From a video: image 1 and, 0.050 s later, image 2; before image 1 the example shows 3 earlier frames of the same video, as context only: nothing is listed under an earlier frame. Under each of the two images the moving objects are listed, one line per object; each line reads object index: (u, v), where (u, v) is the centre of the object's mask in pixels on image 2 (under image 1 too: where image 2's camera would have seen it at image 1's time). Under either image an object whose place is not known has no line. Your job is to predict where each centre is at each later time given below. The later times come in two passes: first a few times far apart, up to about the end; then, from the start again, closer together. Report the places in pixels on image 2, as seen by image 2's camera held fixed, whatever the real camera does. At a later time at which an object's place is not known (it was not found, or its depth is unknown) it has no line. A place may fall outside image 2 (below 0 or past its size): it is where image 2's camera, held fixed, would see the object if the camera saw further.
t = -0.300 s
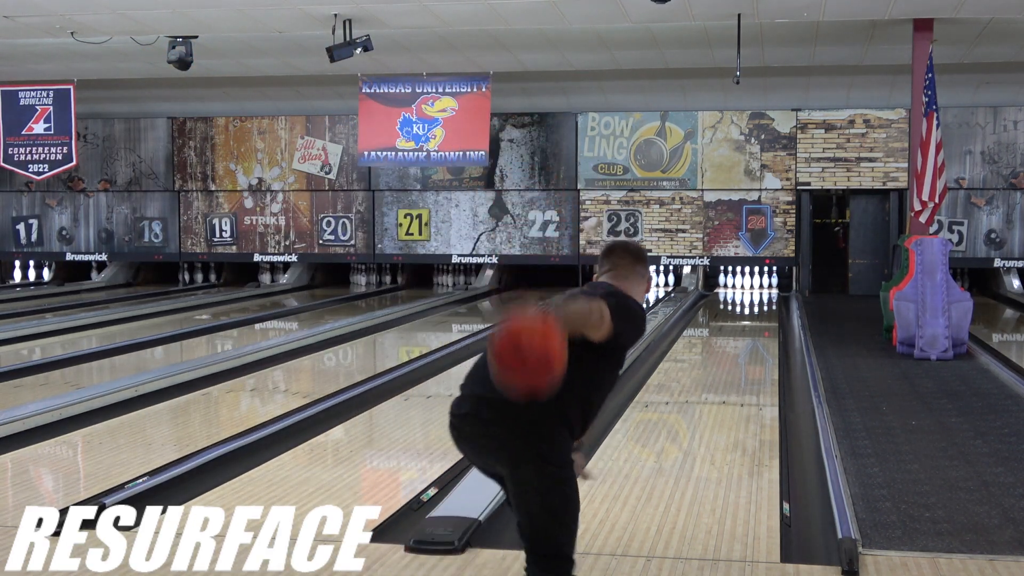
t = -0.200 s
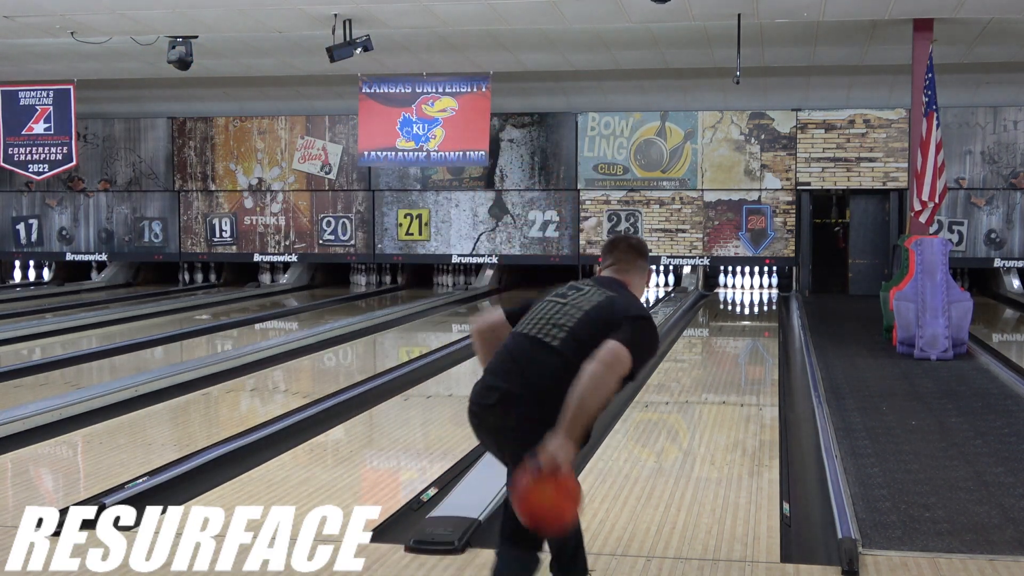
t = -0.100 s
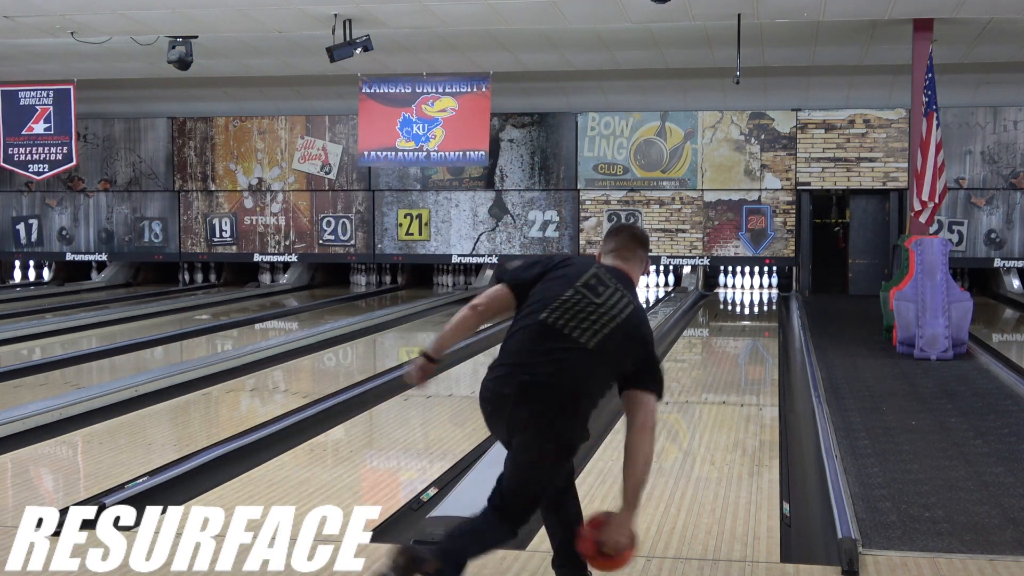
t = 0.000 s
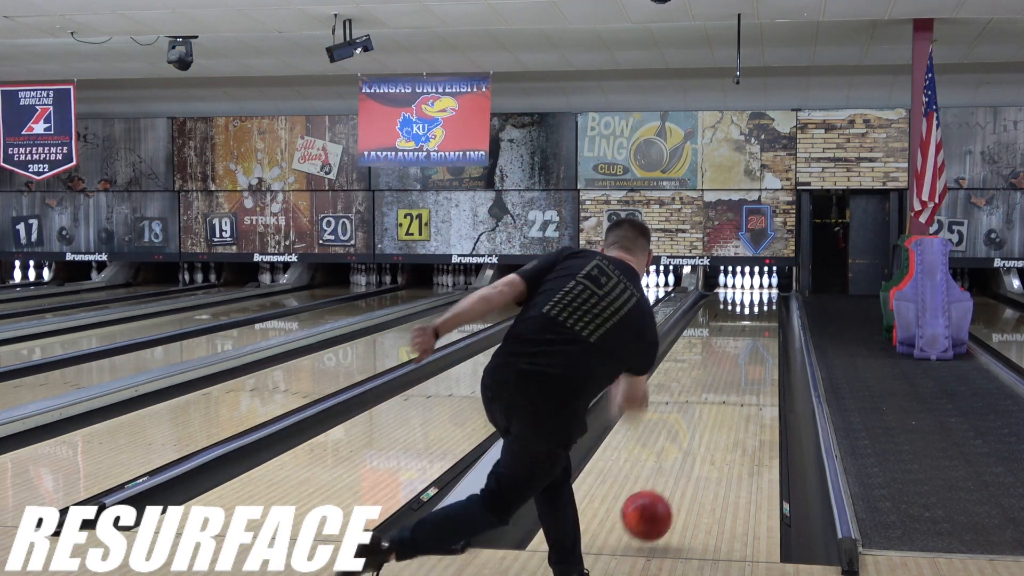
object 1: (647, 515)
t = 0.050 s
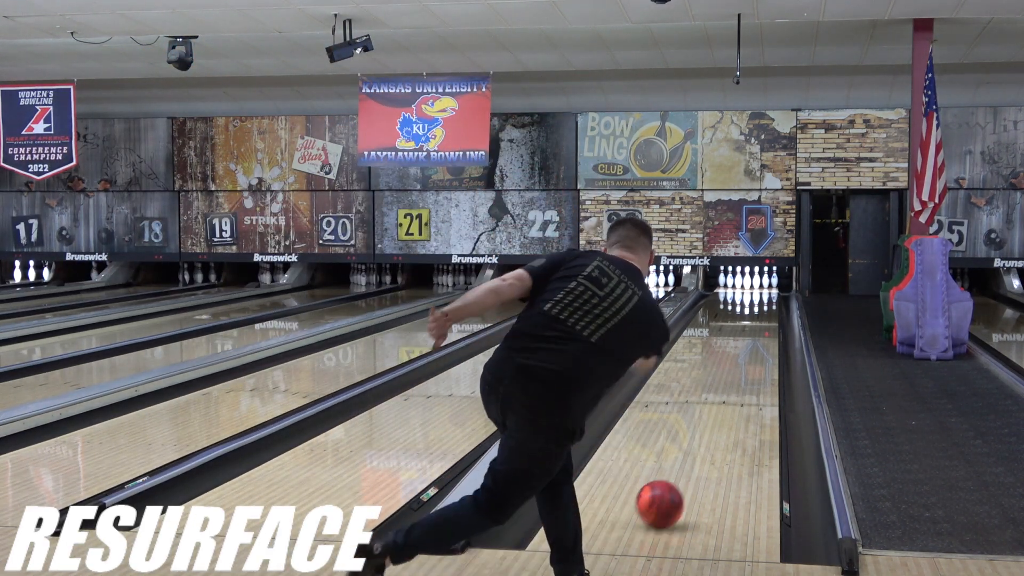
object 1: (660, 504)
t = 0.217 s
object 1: (693, 449)
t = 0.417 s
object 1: (719, 405)
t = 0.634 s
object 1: (737, 372)
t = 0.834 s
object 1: (748, 350)
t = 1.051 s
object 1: (757, 332)
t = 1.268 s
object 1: (763, 318)
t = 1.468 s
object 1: (766, 308)
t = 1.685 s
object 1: (766, 299)
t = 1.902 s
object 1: (761, 291)
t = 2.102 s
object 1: (753, 286)
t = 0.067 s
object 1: (664, 497)
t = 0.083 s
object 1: (668, 490)
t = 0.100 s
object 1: (671, 483)
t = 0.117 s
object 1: (675, 478)
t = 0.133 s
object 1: (678, 473)
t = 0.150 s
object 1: (681, 468)
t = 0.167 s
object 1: (685, 463)
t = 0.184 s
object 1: (687, 459)
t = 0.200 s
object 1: (690, 454)
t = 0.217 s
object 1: (693, 449)
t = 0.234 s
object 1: (695, 445)
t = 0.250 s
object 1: (698, 440)
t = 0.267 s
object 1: (700, 436)
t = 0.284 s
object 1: (703, 432)
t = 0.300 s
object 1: (705, 428)
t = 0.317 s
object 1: (707, 425)
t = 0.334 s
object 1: (709, 421)
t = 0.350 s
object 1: (711, 417)
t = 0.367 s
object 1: (713, 414)
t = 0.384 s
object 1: (715, 411)
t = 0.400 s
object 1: (717, 408)
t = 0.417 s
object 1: (719, 405)
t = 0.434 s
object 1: (720, 401)
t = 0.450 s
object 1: (722, 399)
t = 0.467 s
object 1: (723, 396)
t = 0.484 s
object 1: (725, 393)
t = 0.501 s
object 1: (726, 391)
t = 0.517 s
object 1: (728, 388)
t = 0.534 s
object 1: (729, 385)
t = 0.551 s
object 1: (730, 383)
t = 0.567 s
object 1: (732, 381)
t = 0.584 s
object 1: (733, 378)
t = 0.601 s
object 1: (734, 376)
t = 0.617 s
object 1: (736, 374)
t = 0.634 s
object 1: (737, 372)
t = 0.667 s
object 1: (739, 368)
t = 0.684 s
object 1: (740, 365)
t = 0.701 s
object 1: (741, 364)
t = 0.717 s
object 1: (742, 362)
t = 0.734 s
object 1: (743, 360)
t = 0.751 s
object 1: (744, 358)
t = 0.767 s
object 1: (745, 356)
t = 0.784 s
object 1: (746, 355)
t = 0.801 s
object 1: (747, 353)
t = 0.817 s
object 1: (748, 351)
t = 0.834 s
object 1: (748, 350)
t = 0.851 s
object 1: (749, 348)
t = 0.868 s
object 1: (750, 347)
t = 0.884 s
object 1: (751, 345)
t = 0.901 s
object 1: (751, 344)
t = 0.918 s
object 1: (752, 342)
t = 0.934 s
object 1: (753, 341)
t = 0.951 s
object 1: (753, 339)
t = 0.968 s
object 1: (754, 339)
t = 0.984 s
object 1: (755, 337)
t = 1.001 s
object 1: (755, 336)
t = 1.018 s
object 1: (756, 334)
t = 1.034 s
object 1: (756, 333)
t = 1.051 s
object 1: (757, 332)
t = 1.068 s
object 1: (757, 331)
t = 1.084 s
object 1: (758, 329)
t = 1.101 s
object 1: (759, 329)
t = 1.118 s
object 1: (759, 327)
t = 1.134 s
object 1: (760, 326)
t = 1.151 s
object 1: (760, 325)
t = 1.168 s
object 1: (761, 325)
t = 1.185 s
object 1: (761, 323)
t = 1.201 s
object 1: (761, 322)
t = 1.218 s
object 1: (762, 321)
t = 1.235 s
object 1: (762, 320)
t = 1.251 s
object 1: (762, 319)
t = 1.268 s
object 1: (763, 318)
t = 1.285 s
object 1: (763, 317)
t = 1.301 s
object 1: (764, 316)
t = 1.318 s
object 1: (764, 315)
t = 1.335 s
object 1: (764, 315)
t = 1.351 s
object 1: (764, 314)
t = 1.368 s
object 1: (765, 313)
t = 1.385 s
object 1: (765, 312)
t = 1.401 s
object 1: (765, 311)
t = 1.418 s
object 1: (766, 310)
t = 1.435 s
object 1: (766, 310)
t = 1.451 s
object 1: (766, 309)
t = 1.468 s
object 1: (766, 308)
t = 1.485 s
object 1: (766, 307)
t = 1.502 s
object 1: (766, 306)
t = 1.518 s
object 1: (766, 306)
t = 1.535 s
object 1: (766, 305)
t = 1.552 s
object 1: (767, 305)
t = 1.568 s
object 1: (766, 304)
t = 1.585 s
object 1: (767, 303)
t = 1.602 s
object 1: (767, 302)
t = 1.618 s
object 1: (766, 302)
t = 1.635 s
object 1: (766, 301)
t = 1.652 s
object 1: (766, 300)
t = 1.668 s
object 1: (766, 300)
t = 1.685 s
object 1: (766, 299)
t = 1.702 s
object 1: (766, 298)
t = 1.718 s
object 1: (766, 298)
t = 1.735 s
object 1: (765, 298)
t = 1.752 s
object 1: (765, 297)
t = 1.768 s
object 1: (765, 297)
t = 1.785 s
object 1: (765, 296)
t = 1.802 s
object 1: (764, 295)
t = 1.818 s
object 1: (764, 294)
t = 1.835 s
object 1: (764, 294)
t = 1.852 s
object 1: (763, 294)
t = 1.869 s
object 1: (762, 293)
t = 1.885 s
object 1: (762, 292)
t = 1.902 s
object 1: (761, 291)
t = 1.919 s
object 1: (760, 291)
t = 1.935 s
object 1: (760, 290)
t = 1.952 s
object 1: (759, 290)
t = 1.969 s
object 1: (759, 290)
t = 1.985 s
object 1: (758, 289)
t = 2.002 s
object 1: (757, 289)
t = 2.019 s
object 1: (757, 288)
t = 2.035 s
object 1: (756, 287)
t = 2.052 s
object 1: (756, 287)
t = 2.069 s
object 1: (755, 287)
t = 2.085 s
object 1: (755, 286)
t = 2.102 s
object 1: (753, 286)
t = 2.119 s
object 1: (753, 286)
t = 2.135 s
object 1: (752, 285)
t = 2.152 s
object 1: (751, 285)
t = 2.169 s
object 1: (750, 284)
